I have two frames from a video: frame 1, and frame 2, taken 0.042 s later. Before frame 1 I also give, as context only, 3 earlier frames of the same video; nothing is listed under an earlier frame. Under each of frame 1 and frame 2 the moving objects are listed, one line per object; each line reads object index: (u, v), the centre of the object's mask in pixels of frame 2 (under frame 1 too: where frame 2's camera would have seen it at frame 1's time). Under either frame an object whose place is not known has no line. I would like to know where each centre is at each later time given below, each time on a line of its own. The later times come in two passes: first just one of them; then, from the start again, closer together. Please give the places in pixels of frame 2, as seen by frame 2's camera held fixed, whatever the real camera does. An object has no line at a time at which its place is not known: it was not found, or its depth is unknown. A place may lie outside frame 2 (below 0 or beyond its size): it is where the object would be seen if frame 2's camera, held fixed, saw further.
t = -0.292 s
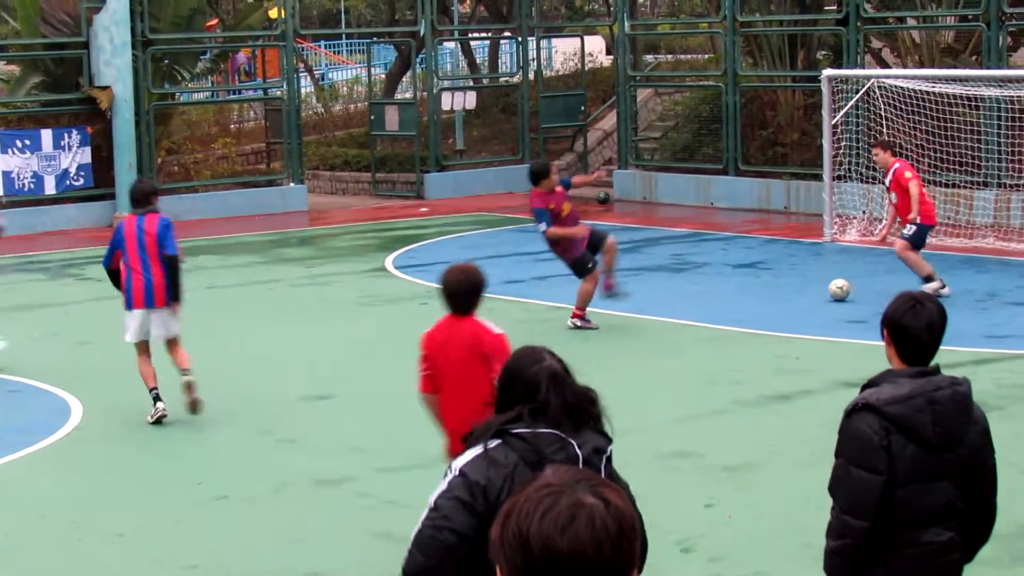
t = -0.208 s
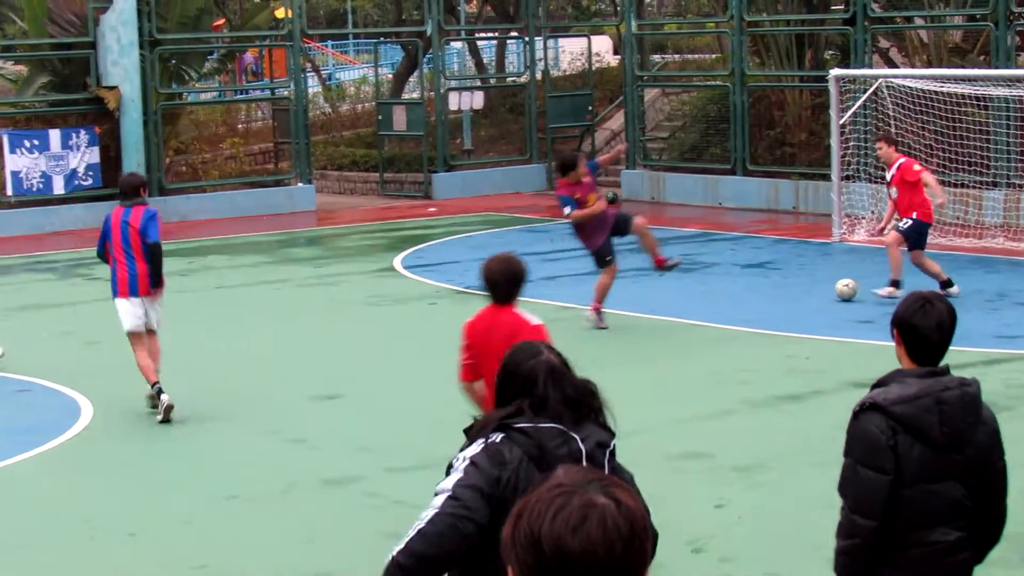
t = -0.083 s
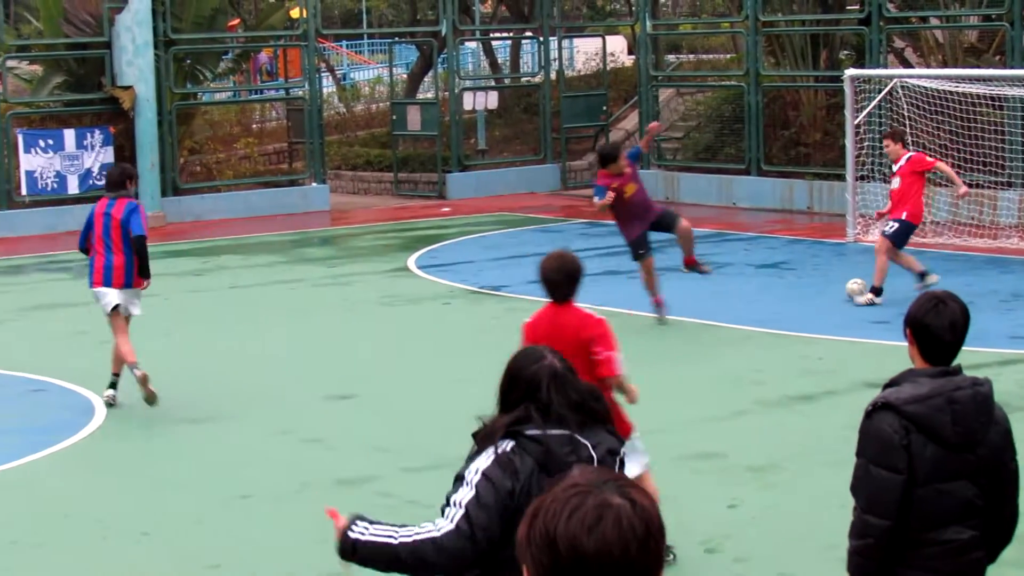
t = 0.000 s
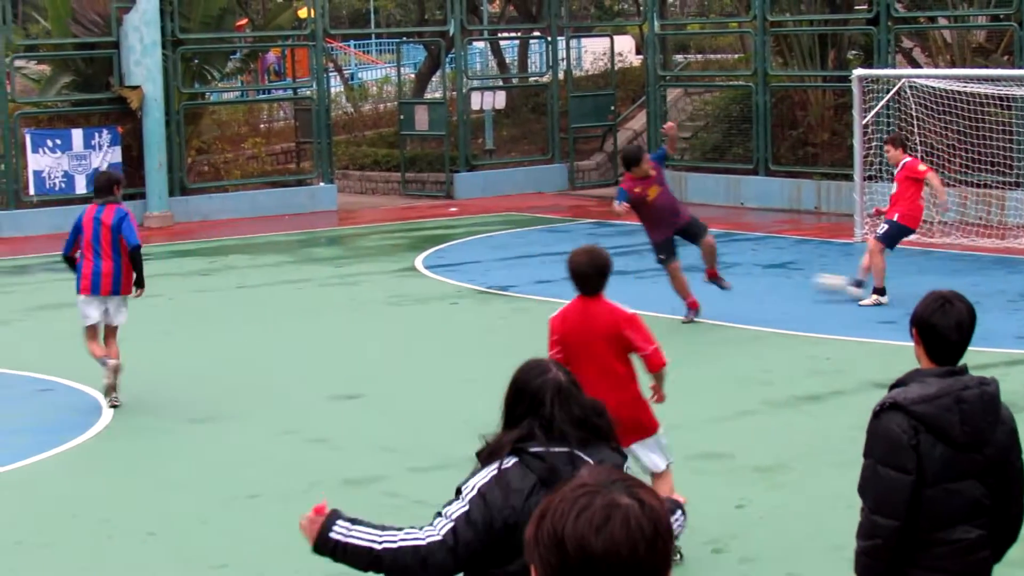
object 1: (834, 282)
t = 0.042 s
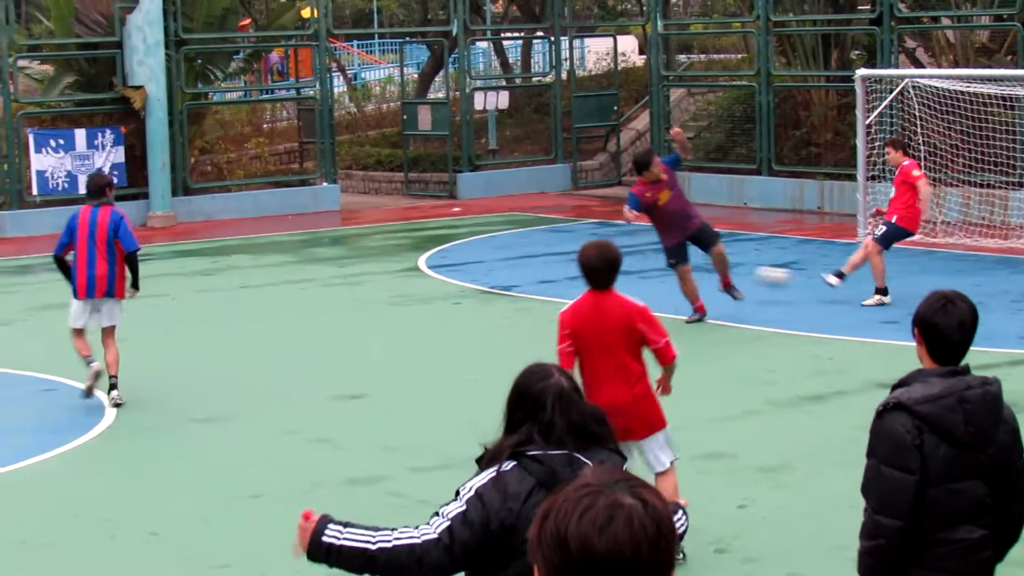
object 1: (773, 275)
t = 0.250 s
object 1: (474, 261)
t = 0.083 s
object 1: (707, 270)
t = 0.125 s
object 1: (652, 264)
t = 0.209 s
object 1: (533, 261)
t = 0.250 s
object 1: (474, 261)
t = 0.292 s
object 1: (411, 262)
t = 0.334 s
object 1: (356, 267)
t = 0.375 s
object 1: (298, 273)
